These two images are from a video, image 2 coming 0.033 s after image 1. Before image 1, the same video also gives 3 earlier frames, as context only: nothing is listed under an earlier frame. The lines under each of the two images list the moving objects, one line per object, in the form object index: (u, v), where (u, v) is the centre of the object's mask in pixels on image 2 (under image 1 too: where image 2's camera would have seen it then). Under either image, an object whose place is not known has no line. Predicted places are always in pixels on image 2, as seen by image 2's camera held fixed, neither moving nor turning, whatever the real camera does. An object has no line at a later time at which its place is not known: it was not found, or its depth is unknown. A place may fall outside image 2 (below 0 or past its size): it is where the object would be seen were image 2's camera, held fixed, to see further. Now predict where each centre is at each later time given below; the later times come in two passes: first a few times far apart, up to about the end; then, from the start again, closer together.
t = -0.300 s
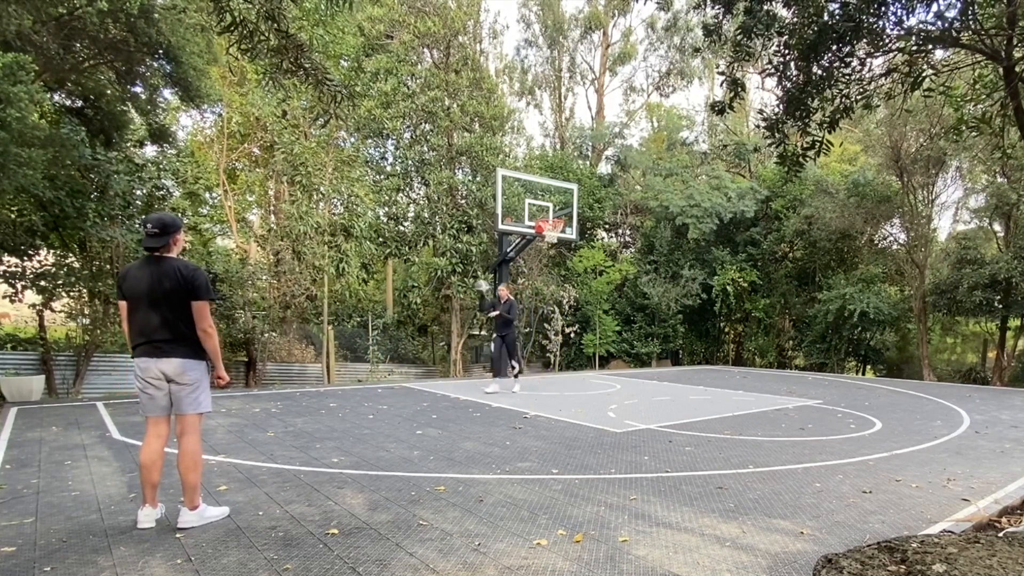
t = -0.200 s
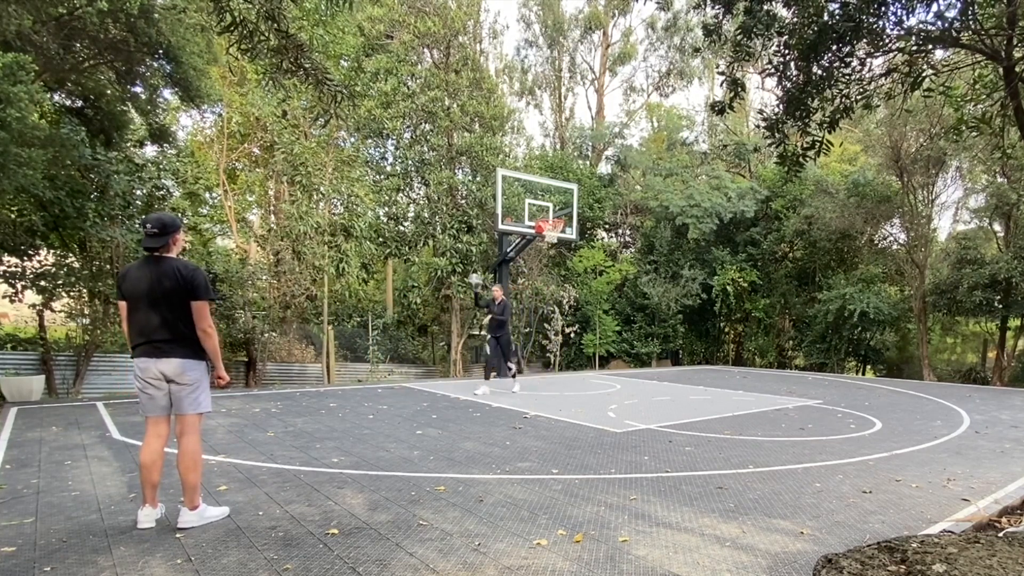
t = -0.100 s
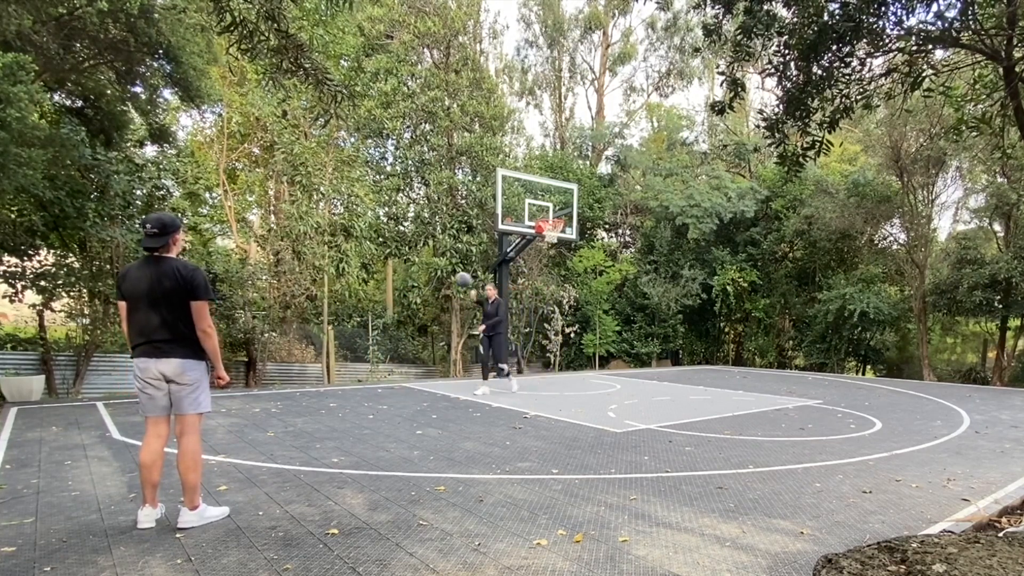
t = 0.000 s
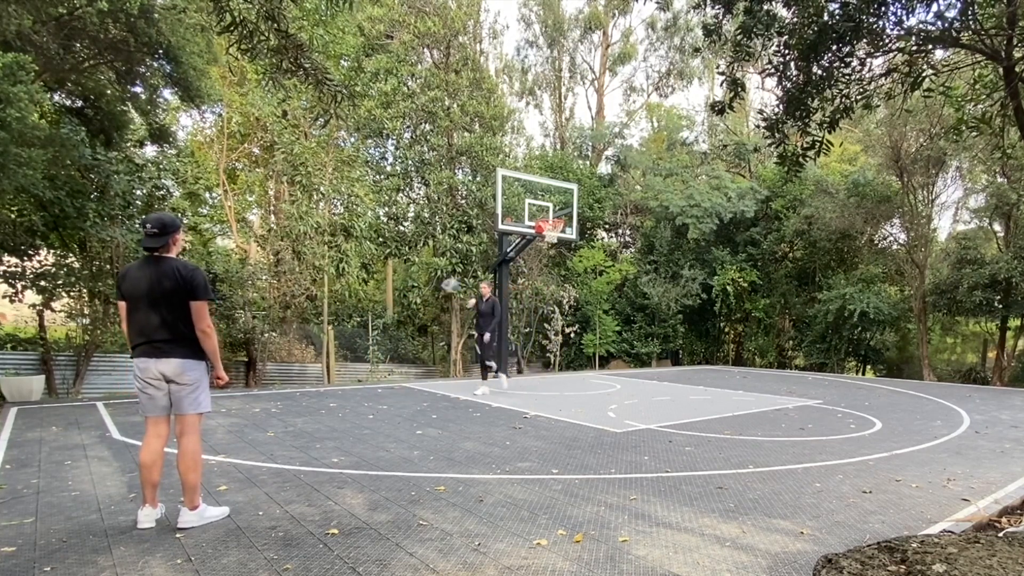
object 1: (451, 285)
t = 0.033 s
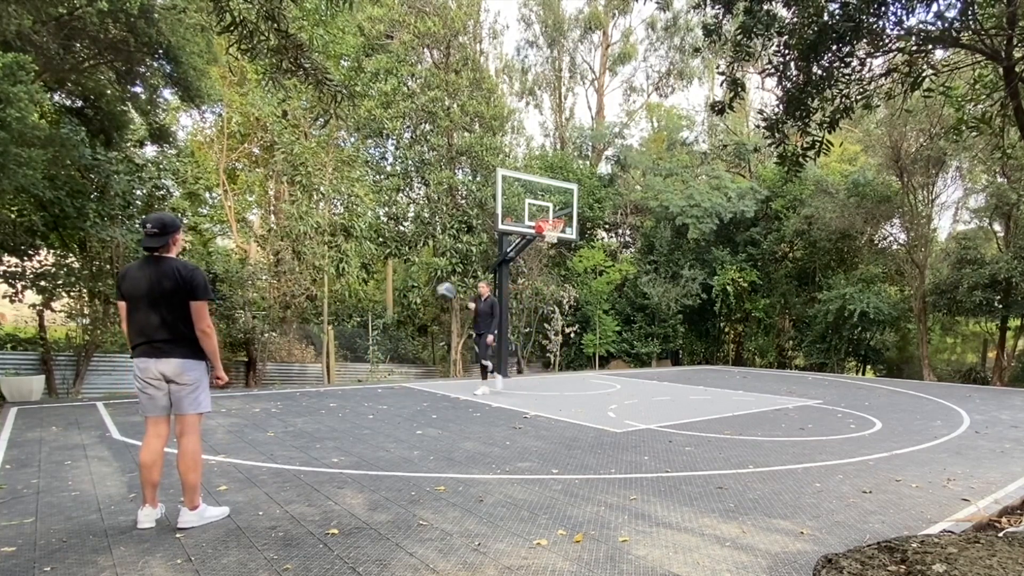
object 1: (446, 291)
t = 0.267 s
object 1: (403, 355)
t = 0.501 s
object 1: (353, 406)
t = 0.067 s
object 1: (441, 297)
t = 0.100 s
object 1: (435, 303)
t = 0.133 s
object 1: (429, 310)
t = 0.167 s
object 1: (423, 319)
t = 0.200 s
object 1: (417, 330)
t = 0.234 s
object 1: (411, 342)
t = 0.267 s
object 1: (403, 355)
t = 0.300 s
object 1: (394, 372)
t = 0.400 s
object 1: (368, 435)
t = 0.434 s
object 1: (362, 432)
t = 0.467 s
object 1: (358, 419)
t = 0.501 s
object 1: (353, 406)
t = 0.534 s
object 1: (348, 394)
